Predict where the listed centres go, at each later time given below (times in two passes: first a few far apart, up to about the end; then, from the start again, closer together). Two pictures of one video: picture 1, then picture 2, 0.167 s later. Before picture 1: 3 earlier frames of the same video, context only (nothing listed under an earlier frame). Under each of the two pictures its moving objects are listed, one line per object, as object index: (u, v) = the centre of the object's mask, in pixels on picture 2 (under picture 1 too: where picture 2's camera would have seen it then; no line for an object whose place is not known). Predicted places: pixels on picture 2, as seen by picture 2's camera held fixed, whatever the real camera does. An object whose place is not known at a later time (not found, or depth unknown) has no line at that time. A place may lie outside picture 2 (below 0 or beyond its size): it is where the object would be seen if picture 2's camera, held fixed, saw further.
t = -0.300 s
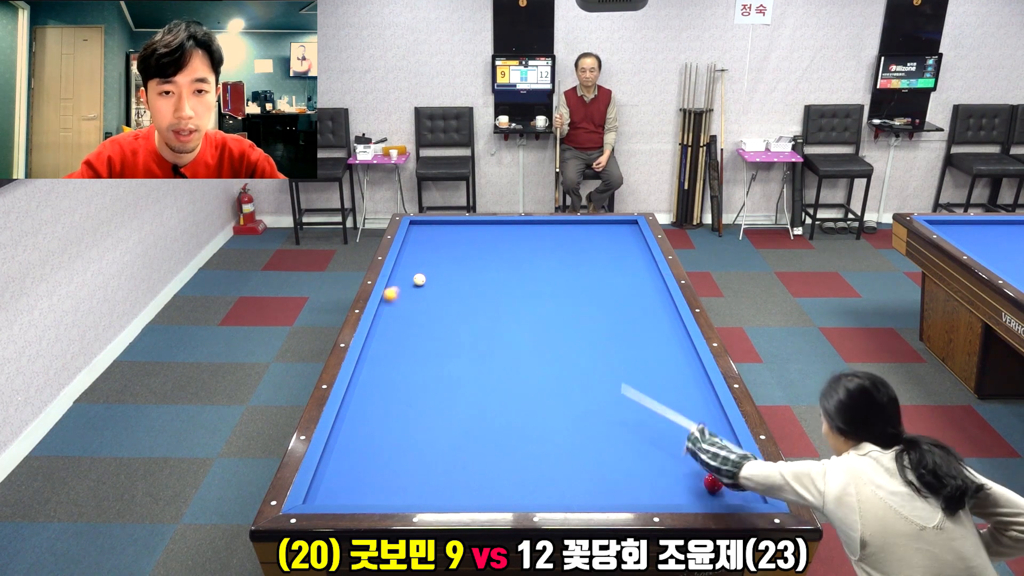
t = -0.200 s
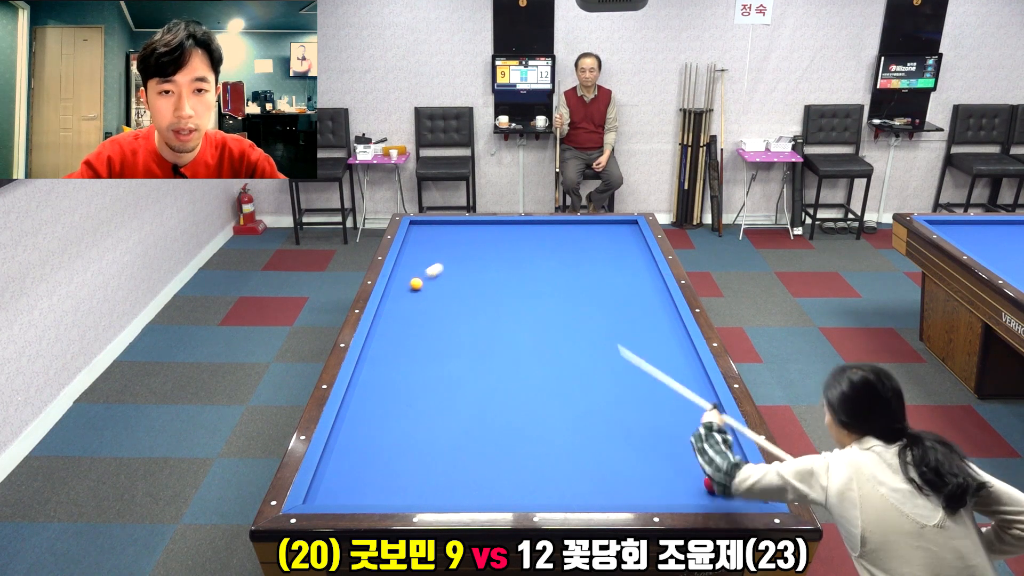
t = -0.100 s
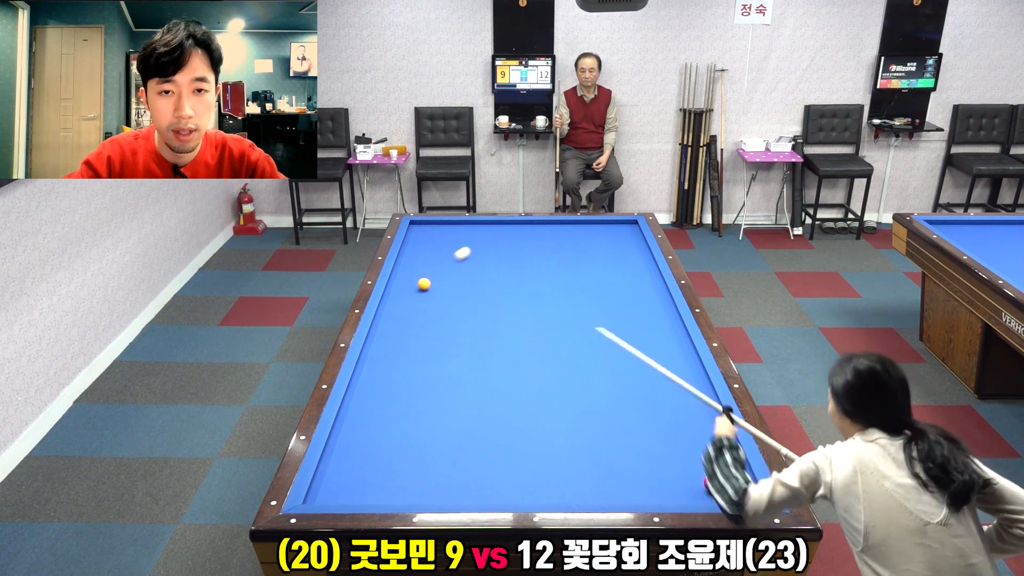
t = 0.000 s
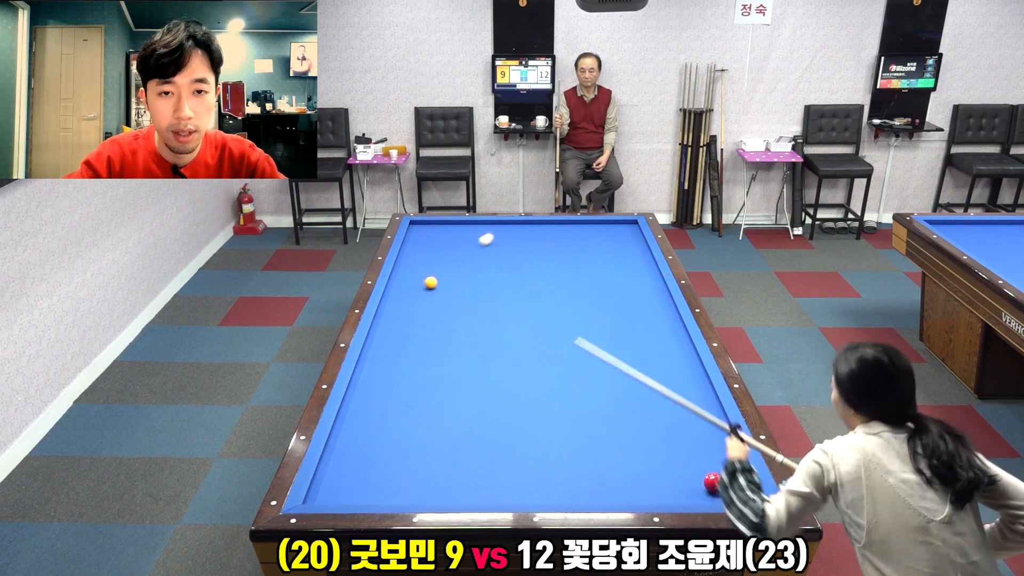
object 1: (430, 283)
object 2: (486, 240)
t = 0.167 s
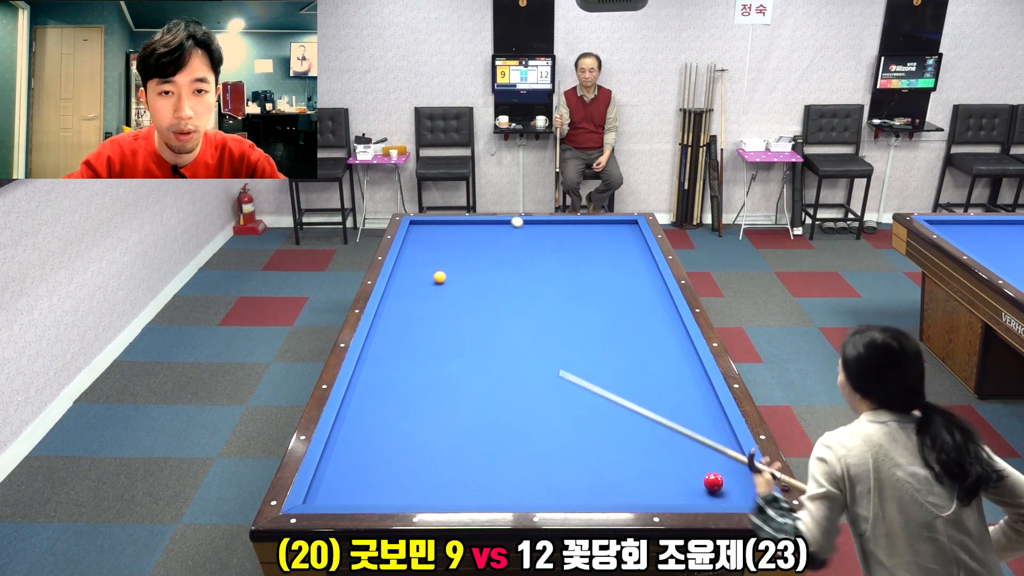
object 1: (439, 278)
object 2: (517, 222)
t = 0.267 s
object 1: (444, 274)
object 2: (526, 230)
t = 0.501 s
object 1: (454, 265)
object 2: (550, 245)
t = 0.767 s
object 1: (465, 256)
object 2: (579, 264)
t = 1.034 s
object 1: (475, 248)
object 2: (611, 284)
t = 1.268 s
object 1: (484, 241)
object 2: (643, 304)
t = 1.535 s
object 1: (492, 234)
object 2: (677, 329)
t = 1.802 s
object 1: (501, 227)
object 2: (669, 353)
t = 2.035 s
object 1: (508, 222)
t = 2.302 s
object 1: (523, 225)
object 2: (653, 408)
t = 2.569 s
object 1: (538, 228)
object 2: (642, 443)
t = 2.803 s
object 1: (551, 230)
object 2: (631, 478)
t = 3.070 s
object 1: (566, 233)
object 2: (605, 486)
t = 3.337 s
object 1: (580, 236)
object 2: (571, 463)
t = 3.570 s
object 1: (592, 238)
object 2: (544, 444)
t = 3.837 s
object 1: (606, 240)
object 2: (516, 426)
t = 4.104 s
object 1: (620, 243)
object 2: (490, 408)
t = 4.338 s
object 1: (632, 245)
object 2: (470, 395)
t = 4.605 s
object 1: (643, 247)
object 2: (449, 381)
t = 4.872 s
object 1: (639, 251)
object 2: (429, 367)
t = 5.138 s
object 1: (635, 255)
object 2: (411, 355)
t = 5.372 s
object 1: (632, 258)
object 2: (396, 346)
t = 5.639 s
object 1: (628, 262)
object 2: (380, 335)
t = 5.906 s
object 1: (624, 265)
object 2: (382, 327)
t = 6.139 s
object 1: (621, 268)
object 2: (393, 321)
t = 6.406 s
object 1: (617, 271)
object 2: (404, 315)
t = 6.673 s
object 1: (613, 275)
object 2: (414, 309)
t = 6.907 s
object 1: (610, 277)
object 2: (422, 304)
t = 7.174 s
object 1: (607, 280)
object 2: (431, 299)
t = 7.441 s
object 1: (604, 283)
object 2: (439, 294)
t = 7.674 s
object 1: (601, 285)
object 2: (446, 290)
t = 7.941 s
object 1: (599, 288)
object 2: (454, 286)
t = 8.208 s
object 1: (596, 290)
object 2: (460, 282)
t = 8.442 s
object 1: (594, 292)
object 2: (466, 279)
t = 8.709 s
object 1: (592, 294)
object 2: (472, 276)
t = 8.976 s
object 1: (589, 296)
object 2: (477, 273)
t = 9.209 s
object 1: (588, 297)
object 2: (482, 270)
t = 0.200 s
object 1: (441, 276)
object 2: (520, 224)
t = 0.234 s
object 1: (443, 275)
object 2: (523, 227)
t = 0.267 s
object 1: (444, 274)
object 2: (526, 230)
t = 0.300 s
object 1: (446, 272)
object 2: (530, 232)
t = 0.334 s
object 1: (447, 271)
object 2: (533, 234)
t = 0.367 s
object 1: (449, 270)
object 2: (536, 237)
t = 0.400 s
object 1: (450, 269)
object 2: (539, 239)
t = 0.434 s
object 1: (452, 267)
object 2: (543, 241)
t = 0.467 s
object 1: (453, 266)
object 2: (546, 243)
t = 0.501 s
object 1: (454, 265)
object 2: (550, 245)
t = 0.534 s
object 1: (456, 264)
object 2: (553, 248)
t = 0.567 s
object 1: (457, 263)
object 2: (556, 250)
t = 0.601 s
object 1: (459, 262)
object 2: (560, 252)
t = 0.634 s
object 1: (460, 261)
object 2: (564, 254)
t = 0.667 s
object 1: (461, 259)
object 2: (567, 257)
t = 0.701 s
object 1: (463, 258)
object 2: (571, 259)
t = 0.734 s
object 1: (464, 257)
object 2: (575, 261)
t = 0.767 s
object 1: (465, 256)
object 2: (579, 264)
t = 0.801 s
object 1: (467, 255)
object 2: (583, 266)
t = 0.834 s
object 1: (468, 254)
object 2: (587, 268)
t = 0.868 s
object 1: (469, 253)
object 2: (591, 271)
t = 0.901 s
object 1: (470, 252)
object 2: (595, 273)
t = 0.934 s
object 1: (472, 251)
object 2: (599, 276)
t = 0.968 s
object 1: (473, 250)
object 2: (603, 278)
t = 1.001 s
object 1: (474, 249)
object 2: (607, 281)
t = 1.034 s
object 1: (475, 248)
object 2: (611, 284)
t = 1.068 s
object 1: (477, 247)
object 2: (616, 287)
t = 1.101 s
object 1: (478, 246)
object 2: (620, 289)
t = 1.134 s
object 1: (479, 245)
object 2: (625, 292)
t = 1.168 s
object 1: (480, 244)
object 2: (629, 295)
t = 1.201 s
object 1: (481, 243)
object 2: (634, 298)
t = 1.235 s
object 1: (483, 242)
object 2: (639, 301)
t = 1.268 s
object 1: (484, 241)
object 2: (643, 304)
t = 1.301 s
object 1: (485, 240)
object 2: (648, 307)
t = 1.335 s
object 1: (486, 239)
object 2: (653, 310)
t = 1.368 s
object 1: (487, 238)
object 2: (658, 313)
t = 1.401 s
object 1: (488, 237)
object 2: (663, 316)
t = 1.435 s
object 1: (489, 236)
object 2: (668, 319)
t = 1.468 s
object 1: (490, 235)
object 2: (674, 322)
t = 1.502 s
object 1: (491, 234)
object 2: (678, 326)
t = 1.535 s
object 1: (492, 234)
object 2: (677, 329)
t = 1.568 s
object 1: (494, 233)
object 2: (676, 332)
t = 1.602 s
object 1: (495, 232)
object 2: (675, 335)
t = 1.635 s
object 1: (496, 231)
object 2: (674, 338)
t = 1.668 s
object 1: (497, 230)
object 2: (673, 341)
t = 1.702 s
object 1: (498, 229)
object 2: (672, 344)
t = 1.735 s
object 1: (499, 228)
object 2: (671, 347)
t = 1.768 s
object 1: (500, 228)
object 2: (670, 350)
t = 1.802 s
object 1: (501, 227)
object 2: (669, 353)
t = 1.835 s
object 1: (502, 226)
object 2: (668, 357)
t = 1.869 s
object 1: (502, 225)
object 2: (667, 360)
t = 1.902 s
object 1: (503, 224)
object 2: (666, 363)
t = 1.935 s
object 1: (504, 224)
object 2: (665, 367)
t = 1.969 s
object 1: (505, 223)
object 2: (663, 370)
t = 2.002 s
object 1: (506, 222)
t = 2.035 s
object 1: (508, 222)
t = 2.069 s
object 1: (510, 223)
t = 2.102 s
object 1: (512, 223)
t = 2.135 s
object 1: (514, 224)
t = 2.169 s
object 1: (516, 224)
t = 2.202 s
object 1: (518, 224)
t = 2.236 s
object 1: (519, 225)
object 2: (655, 399)
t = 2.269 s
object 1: (521, 225)
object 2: (654, 404)
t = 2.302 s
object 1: (523, 225)
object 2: (653, 408)
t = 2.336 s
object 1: (525, 226)
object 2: (651, 412)
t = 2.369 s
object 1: (527, 226)
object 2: (650, 416)
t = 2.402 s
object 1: (529, 226)
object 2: (649, 421)
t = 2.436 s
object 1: (531, 227)
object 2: (647, 425)
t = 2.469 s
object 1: (533, 227)
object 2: (646, 429)
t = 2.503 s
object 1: (535, 227)
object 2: (644, 434)
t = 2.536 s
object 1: (536, 228)
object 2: (643, 438)
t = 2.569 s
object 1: (538, 228)
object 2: (642, 443)
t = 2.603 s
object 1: (540, 229)
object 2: (640, 448)
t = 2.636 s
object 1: (542, 229)
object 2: (639, 453)
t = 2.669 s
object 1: (544, 229)
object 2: (637, 457)
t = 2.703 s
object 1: (546, 229)
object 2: (636, 462)
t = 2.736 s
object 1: (547, 230)
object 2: (634, 468)
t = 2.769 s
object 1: (549, 230)
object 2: (633, 473)
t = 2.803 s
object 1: (551, 230)
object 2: (631, 478)
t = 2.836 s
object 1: (553, 231)
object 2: (629, 483)
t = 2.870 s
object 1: (555, 231)
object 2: (627, 489)
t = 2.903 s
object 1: (556, 231)
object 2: (626, 493)
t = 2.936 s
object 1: (558, 232)
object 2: (624, 496)
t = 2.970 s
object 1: (560, 232)
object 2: (619, 494)
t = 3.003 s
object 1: (562, 232)
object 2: (614, 492)
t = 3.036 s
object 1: (564, 233)
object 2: (609, 489)
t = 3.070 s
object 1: (566, 233)
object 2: (605, 486)
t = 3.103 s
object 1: (567, 233)
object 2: (600, 483)
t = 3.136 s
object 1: (569, 234)
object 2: (596, 480)
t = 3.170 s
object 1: (571, 234)
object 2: (592, 477)
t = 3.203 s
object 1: (573, 234)
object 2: (587, 474)
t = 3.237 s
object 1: (575, 235)
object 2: (583, 471)
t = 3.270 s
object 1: (576, 235)
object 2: (579, 468)
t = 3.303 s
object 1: (578, 235)
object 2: (575, 465)
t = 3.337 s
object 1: (580, 236)
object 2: (571, 463)
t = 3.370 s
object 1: (582, 236)
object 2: (567, 460)
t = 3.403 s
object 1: (583, 236)
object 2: (563, 457)
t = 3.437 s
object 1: (585, 237)
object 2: (559, 455)
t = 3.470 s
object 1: (587, 237)
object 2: (555, 452)
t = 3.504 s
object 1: (589, 237)
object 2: (551, 450)
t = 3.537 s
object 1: (591, 237)
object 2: (548, 447)
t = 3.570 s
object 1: (592, 238)
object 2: (544, 444)
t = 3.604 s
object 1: (594, 238)
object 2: (540, 442)
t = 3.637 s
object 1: (596, 238)
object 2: (537, 440)
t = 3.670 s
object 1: (598, 239)
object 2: (533, 437)
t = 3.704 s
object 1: (599, 239)
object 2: (530, 435)
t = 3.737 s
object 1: (601, 239)
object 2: (526, 433)
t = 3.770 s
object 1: (603, 240)
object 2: (523, 430)
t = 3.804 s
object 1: (605, 240)
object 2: (519, 428)
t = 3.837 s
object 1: (606, 240)
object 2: (516, 426)
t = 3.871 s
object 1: (608, 241)
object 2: (513, 424)
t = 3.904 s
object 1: (610, 241)
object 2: (509, 421)
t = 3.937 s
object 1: (612, 241)
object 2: (506, 419)
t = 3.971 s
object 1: (613, 242)
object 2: (503, 417)
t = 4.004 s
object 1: (615, 242)
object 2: (500, 415)
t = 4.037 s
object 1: (617, 242)
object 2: (497, 412)
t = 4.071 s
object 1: (618, 242)
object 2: (493, 411)
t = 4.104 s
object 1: (620, 243)
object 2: (490, 408)
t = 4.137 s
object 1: (622, 243)
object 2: (487, 406)
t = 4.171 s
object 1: (624, 243)
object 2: (484, 405)
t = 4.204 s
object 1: (625, 244)
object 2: (481, 402)
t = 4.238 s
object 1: (627, 244)
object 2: (478, 401)
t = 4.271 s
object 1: (629, 244)
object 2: (476, 399)
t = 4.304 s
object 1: (630, 245)
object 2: (473, 397)
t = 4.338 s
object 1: (632, 245)
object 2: (470, 395)
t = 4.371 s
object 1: (634, 245)
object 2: (467, 393)
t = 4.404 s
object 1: (635, 245)
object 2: (464, 391)
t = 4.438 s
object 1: (637, 246)
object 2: (462, 389)
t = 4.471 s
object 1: (639, 246)
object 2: (459, 387)
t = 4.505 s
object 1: (640, 246)
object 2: (456, 386)
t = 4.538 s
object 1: (642, 247)
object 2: (454, 384)
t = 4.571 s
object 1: (643, 247)
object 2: (451, 382)
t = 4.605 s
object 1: (643, 247)
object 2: (449, 381)
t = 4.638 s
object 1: (643, 248)
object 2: (446, 379)
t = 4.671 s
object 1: (642, 248)
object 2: (443, 377)
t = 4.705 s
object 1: (642, 249)
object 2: (441, 375)
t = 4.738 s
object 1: (642, 249)
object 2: (438, 374)
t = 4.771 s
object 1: (641, 250)
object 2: (436, 372)
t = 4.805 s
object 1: (641, 250)
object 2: (434, 371)
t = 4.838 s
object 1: (640, 251)
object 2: (431, 369)
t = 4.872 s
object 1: (639, 251)
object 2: (429, 367)
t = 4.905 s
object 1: (639, 252)
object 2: (427, 366)
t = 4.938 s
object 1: (638, 252)
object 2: (424, 364)
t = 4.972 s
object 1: (638, 252)
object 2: (422, 363)
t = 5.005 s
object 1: (637, 253)
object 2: (420, 361)
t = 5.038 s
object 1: (637, 254)
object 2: (417, 360)
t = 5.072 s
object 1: (636, 254)
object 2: (415, 358)
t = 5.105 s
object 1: (636, 254)
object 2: (413, 357)
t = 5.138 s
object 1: (635, 255)
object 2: (411, 355)
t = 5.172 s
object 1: (635, 255)
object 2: (409, 354)
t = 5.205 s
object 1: (634, 256)
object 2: (406, 353)
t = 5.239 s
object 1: (634, 256)
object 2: (404, 351)
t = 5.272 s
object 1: (633, 257)
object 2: (402, 350)
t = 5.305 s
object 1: (633, 257)
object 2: (400, 348)
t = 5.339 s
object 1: (632, 258)
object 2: (398, 347)
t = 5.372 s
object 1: (632, 258)
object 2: (396, 346)
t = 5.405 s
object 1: (631, 259)
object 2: (394, 344)
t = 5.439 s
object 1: (631, 259)
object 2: (392, 343)
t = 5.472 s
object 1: (630, 259)
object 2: (390, 342)
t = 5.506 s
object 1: (630, 260)
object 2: (388, 340)
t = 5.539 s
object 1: (629, 260)
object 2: (386, 339)
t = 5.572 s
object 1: (629, 261)
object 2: (384, 338)
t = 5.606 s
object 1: (628, 261)
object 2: (382, 337)
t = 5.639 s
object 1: (628, 262)
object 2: (380, 335)
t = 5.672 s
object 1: (627, 262)
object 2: (378, 334)
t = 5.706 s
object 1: (627, 262)
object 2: (376, 333)
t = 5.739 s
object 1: (626, 263)
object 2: (375, 332)
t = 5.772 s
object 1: (626, 263)
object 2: (376, 331)
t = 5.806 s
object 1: (625, 264)
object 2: (378, 330)
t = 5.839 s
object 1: (625, 264)
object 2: (379, 329)
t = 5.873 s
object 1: (624, 265)
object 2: (381, 328)
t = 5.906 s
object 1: (624, 265)
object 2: (382, 327)
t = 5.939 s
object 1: (623, 266)
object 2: (384, 326)
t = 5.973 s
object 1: (623, 266)
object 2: (385, 326)
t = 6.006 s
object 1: (622, 266)
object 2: (387, 325)
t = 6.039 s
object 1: (622, 267)
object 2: (388, 324)
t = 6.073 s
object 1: (621, 267)
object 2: (390, 323)
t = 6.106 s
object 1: (621, 268)
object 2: (391, 322)
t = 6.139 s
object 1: (621, 268)
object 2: (393, 321)
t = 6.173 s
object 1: (620, 269)
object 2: (394, 321)
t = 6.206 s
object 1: (620, 269)
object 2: (395, 320)
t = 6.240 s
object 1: (619, 269)
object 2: (397, 319)
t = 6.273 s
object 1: (619, 270)
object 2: (398, 318)
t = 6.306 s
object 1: (618, 270)
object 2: (400, 317)
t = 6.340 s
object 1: (618, 271)
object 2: (401, 317)
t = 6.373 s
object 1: (617, 271)
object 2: (402, 316)
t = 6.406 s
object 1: (617, 271)
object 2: (404, 315)
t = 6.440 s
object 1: (616, 272)
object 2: (405, 314)
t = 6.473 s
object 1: (616, 272)
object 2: (406, 314)
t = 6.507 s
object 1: (615, 273)
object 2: (408, 313)
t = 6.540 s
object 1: (615, 273)
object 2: (409, 312)
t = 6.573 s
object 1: (615, 273)
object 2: (410, 311)
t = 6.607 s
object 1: (614, 274)
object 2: (411, 311)
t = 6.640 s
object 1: (614, 274)
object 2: (413, 310)
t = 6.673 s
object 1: (613, 275)
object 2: (414, 309)
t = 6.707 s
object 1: (613, 275)
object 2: (415, 308)
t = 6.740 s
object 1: (612, 275)
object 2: (416, 308)
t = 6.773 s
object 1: (612, 276)
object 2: (418, 307)
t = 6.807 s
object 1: (612, 276)
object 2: (419, 306)
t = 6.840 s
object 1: (611, 276)
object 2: (420, 306)
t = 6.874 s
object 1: (611, 277)
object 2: (421, 305)
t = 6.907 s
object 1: (610, 277)
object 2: (422, 304)
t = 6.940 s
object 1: (610, 278)
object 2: (423, 304)
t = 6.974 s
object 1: (610, 278)
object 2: (424, 303)
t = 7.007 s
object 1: (609, 278)
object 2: (426, 302)
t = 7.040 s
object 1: (609, 279)
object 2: (427, 302)
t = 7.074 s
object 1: (608, 279)
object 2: (428, 301)
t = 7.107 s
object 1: (608, 280)
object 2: (429, 300)
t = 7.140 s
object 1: (607, 280)
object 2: (430, 300)
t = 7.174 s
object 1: (607, 280)
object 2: (431, 299)
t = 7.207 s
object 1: (607, 281)
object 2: (432, 299)
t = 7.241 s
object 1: (606, 281)
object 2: (433, 298)
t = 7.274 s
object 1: (606, 281)
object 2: (434, 297)
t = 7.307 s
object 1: (605, 282)
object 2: (435, 296)
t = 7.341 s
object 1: (605, 282)
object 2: (436, 296)
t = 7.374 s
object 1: (605, 282)
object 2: (437, 295)
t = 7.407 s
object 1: (604, 283)
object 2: (438, 295)
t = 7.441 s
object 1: (604, 283)
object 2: (439, 294)
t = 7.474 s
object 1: (604, 283)
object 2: (440, 294)
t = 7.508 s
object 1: (603, 284)
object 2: (441, 293)
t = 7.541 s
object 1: (603, 284)
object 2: (442, 293)
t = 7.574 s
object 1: (603, 284)
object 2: (443, 292)
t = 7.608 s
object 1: (602, 285)
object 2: (444, 291)
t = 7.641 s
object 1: (602, 285)
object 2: (445, 291)
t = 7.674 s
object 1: (601, 285)
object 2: (446, 290)
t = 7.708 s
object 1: (601, 286)
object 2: (447, 290)
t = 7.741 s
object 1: (601, 286)
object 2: (448, 289)
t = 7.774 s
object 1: (600, 286)
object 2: (449, 289)
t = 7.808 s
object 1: (600, 286)
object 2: (450, 288)
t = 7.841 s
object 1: (599, 287)
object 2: (451, 288)
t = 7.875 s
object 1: (599, 287)
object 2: (452, 287)
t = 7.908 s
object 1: (599, 287)
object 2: (453, 287)
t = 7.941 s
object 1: (599, 288)
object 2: (454, 286)
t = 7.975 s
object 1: (598, 288)
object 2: (454, 286)
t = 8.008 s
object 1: (598, 288)
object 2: (455, 285)
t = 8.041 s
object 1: (598, 289)
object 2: (456, 285)
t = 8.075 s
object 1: (597, 289)
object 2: (457, 284)
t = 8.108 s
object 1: (597, 289)
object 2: (458, 284)
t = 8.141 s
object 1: (597, 290)
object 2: (459, 283)
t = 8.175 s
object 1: (596, 290)
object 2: (459, 283)
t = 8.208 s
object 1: (596, 290)
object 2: (460, 282)
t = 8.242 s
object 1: (596, 290)
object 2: (461, 282)
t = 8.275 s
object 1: (595, 291)
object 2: (462, 281)
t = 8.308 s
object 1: (595, 291)
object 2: (463, 281)
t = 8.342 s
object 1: (595, 291)
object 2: (463, 281)
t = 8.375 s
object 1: (595, 291)
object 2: (464, 280)
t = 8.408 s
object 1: (594, 292)
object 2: (465, 280)
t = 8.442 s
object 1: (594, 292)
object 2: (466, 279)
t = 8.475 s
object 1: (594, 292)
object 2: (467, 279)
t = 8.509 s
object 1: (593, 292)
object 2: (467, 278)
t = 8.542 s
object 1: (593, 293)
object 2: (468, 278)
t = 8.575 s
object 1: (593, 293)
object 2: (469, 277)
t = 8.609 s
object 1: (592, 293)
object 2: (470, 277)
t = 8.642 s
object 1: (592, 293)
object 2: (471, 276)
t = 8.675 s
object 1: (592, 294)
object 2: (471, 276)
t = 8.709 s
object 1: (592, 294)
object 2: (472, 276)
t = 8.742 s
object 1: (591, 294)
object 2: (473, 275)
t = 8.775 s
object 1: (591, 294)
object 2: (473, 275)
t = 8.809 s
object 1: (591, 295)
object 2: (474, 274)
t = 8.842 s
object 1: (590, 295)
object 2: (475, 274)
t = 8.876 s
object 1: (590, 295)
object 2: (476, 274)
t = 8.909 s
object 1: (590, 295)
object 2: (476, 273)
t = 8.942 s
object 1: (590, 295)
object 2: (477, 273)
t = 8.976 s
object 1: (589, 296)
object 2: (477, 273)
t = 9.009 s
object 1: (589, 296)
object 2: (478, 272)
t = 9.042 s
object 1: (589, 296)
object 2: (479, 272)
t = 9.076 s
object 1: (589, 296)
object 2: (480, 271)
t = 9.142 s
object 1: (588, 297)
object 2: (481, 271)
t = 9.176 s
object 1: (588, 297)
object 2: (481, 270)
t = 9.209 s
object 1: (588, 297)
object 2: (482, 270)
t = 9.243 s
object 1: (588, 297)
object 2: (483, 270)
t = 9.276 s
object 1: (587, 298)
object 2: (483, 269)
